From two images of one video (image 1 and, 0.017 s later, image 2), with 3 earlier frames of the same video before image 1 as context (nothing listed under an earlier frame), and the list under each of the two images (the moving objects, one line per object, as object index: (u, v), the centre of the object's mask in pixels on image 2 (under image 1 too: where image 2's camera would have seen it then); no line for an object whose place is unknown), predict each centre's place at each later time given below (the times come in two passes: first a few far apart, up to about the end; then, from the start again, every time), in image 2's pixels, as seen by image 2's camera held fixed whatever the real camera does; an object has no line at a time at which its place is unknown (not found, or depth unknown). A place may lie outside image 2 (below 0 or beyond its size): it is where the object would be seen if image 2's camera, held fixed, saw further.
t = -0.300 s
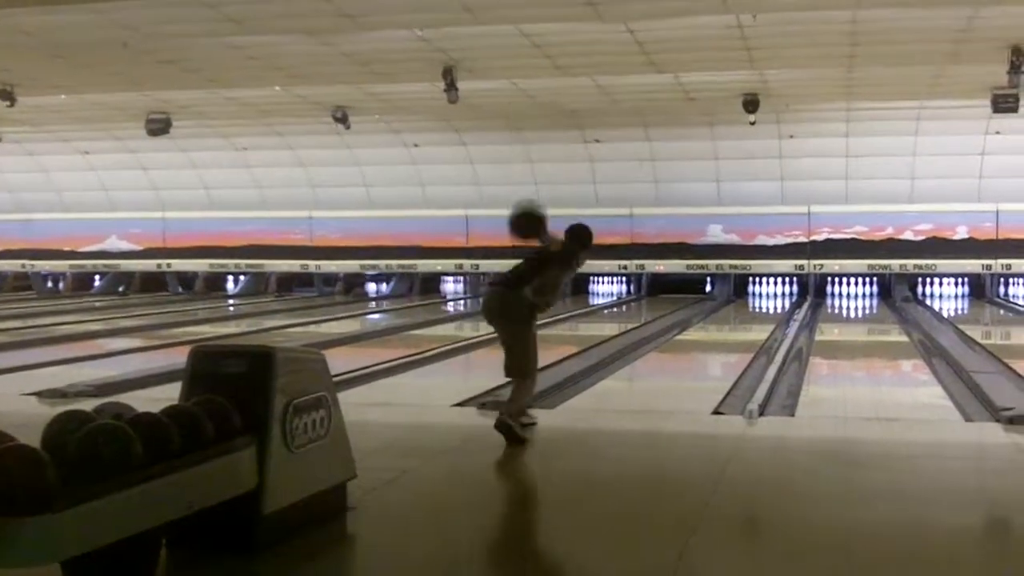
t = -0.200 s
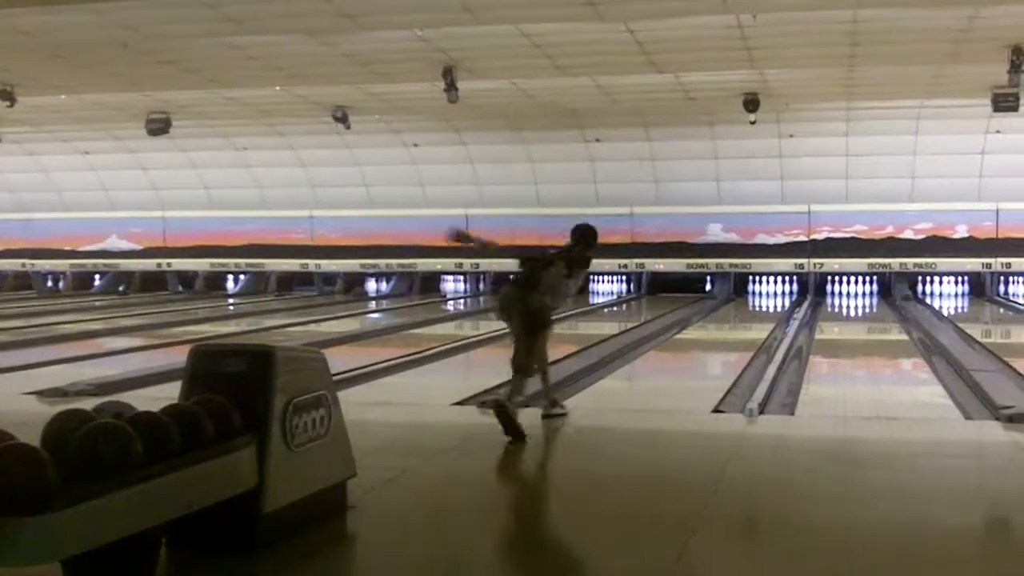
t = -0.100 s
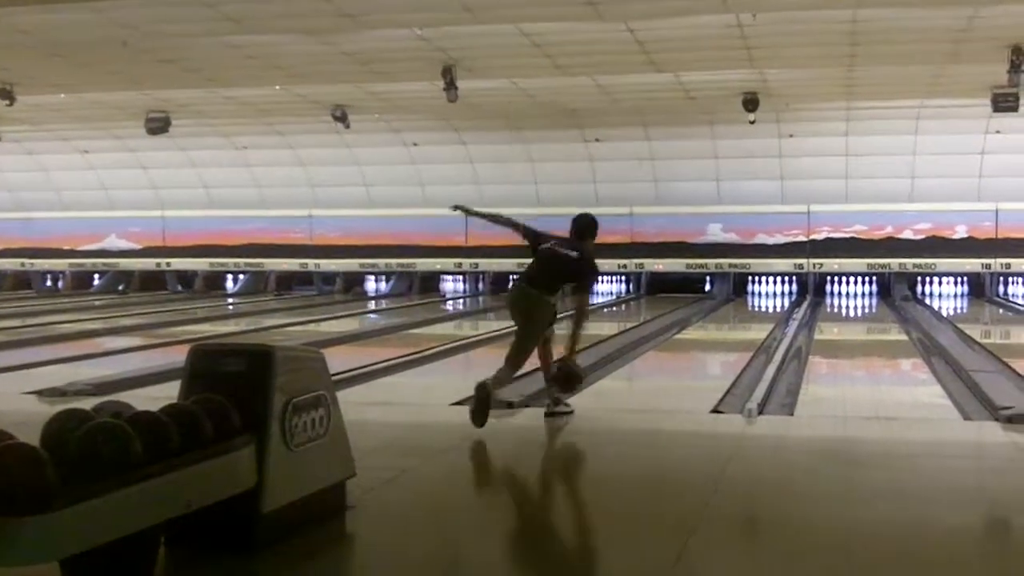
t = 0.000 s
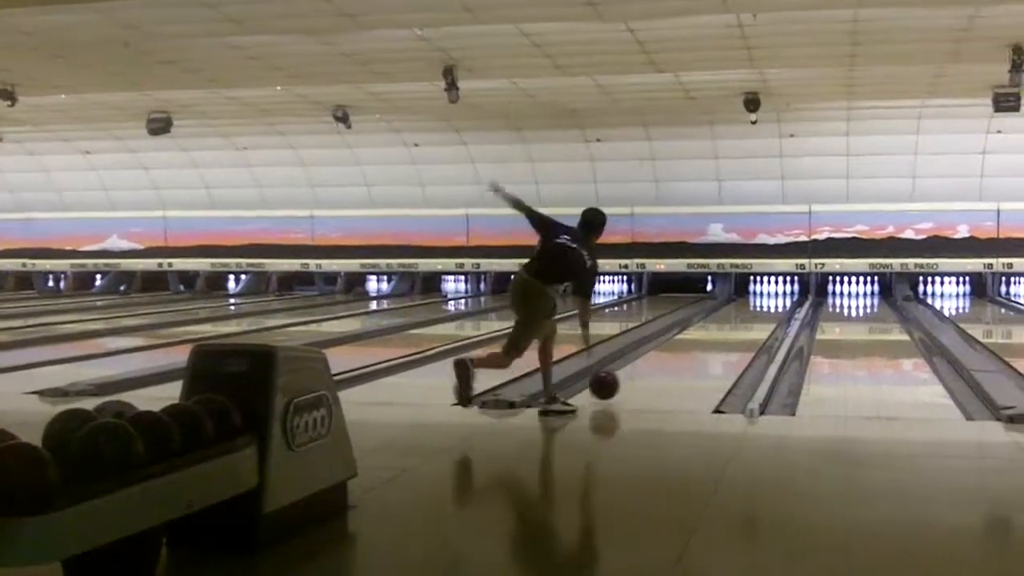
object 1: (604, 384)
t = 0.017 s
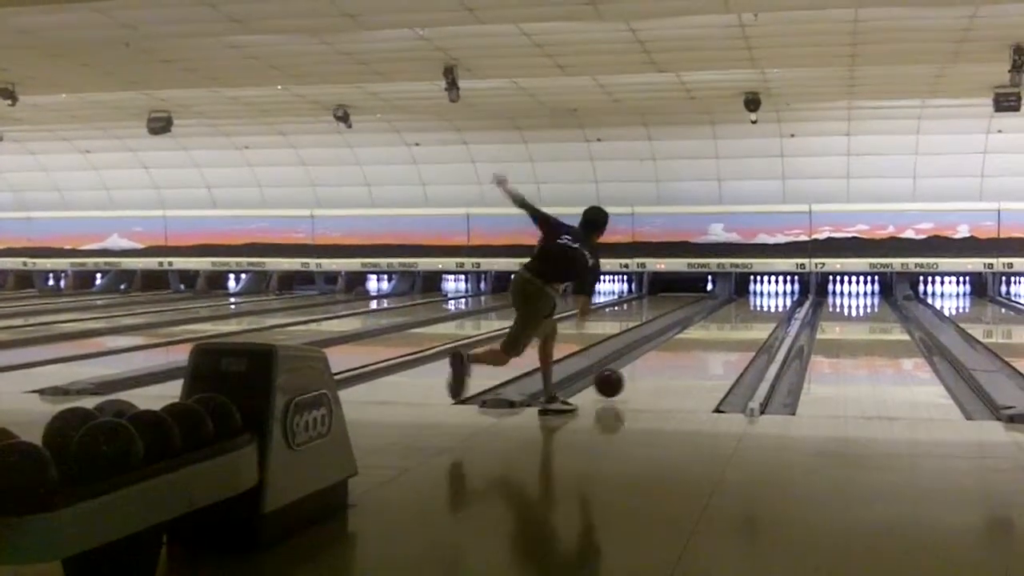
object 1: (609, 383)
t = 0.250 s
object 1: (661, 361)
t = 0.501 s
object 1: (701, 343)
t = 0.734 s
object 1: (727, 330)
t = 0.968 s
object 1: (747, 320)
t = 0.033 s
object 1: (613, 382)
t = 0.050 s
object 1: (618, 381)
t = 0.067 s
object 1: (622, 380)
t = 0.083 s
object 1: (626, 378)
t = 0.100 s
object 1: (630, 376)
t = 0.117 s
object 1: (634, 375)
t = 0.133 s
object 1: (637, 373)
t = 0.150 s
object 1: (641, 372)
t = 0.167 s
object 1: (645, 370)
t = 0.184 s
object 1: (649, 368)
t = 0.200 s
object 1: (652, 366)
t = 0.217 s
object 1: (655, 365)
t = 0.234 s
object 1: (659, 363)
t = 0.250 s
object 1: (661, 361)
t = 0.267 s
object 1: (664, 360)
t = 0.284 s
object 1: (667, 359)
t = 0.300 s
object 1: (670, 357)
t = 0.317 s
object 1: (673, 356)
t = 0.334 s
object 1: (676, 355)
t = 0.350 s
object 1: (679, 354)
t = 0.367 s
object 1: (681, 352)
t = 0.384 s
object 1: (684, 351)
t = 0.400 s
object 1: (687, 349)
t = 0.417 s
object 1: (689, 348)
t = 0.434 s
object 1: (691, 347)
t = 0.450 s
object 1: (694, 346)
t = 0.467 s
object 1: (696, 345)
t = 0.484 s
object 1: (699, 344)
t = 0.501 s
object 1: (701, 343)
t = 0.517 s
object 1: (703, 342)
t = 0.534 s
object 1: (705, 341)
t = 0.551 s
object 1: (707, 339)
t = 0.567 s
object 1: (709, 339)
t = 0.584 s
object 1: (711, 338)
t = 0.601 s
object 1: (713, 336)
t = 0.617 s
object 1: (715, 336)
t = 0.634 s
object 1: (716, 335)
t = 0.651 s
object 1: (718, 334)
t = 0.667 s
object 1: (720, 333)
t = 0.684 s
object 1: (722, 332)
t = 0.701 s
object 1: (724, 331)
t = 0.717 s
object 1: (725, 331)
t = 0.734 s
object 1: (727, 330)
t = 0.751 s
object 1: (728, 329)
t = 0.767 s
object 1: (730, 328)
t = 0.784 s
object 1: (732, 328)
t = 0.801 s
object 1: (734, 327)
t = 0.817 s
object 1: (735, 326)
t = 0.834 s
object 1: (736, 325)
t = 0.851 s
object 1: (738, 325)
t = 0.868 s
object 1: (739, 324)
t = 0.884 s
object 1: (740, 323)
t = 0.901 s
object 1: (742, 323)
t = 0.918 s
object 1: (743, 322)
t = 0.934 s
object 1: (745, 321)
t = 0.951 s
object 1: (746, 320)
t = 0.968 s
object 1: (747, 320)
